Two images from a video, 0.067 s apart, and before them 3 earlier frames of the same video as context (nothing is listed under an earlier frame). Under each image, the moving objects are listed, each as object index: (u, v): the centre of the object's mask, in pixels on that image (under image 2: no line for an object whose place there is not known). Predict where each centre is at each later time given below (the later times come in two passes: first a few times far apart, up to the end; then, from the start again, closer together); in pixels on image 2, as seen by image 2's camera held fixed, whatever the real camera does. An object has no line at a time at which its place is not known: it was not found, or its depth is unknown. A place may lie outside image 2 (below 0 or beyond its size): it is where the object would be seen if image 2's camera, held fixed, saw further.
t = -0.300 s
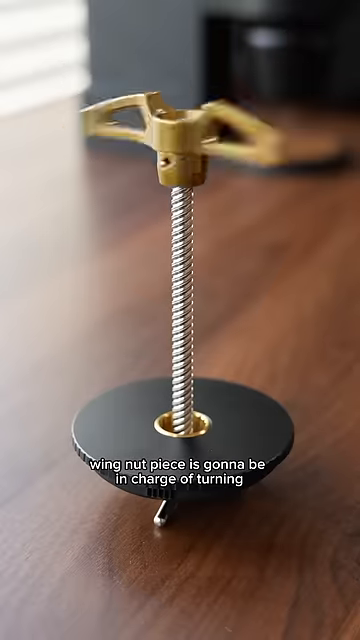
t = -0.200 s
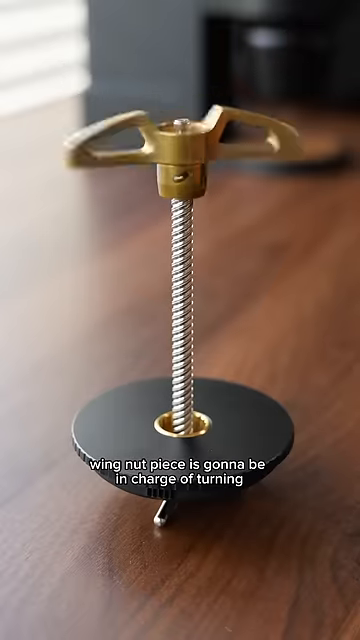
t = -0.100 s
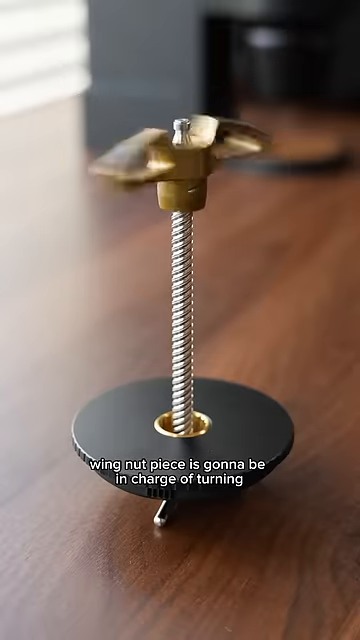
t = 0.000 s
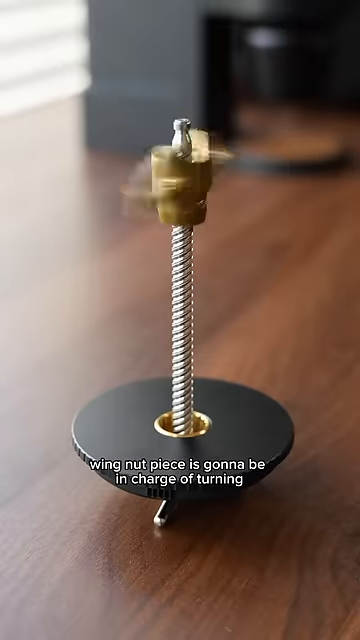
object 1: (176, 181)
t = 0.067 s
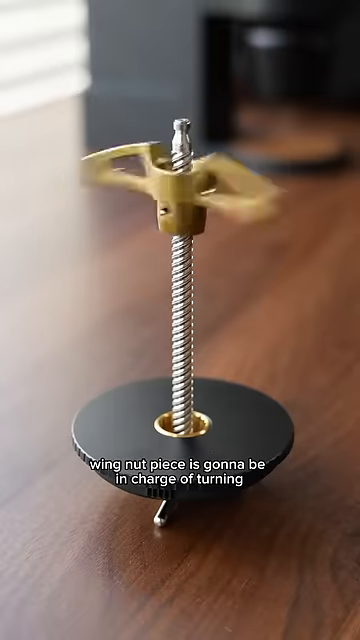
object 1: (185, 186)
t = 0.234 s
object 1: (179, 211)
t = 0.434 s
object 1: (184, 250)
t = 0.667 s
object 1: (177, 294)
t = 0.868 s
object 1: (175, 337)
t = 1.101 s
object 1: (184, 392)
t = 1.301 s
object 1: (179, 406)
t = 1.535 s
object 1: (179, 406)
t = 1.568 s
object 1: (179, 406)
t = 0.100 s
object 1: (182, 198)
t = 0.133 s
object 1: (171, 195)
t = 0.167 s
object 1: (185, 202)
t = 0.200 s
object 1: (180, 215)
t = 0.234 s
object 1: (179, 211)
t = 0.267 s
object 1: (184, 220)
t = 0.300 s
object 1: (181, 226)
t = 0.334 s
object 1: (186, 230)
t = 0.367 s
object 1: (178, 240)
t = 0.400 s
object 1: (175, 242)
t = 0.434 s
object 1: (184, 250)
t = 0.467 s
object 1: (181, 258)
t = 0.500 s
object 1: (182, 261)
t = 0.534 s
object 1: (178, 271)
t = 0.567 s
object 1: (169, 274)
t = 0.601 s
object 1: (183, 283)
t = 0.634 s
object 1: (176, 289)
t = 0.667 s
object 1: (177, 294)
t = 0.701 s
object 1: (178, 305)
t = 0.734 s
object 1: (178, 309)
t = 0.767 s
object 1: (181, 321)
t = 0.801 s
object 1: (175, 323)
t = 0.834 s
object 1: (185, 349)
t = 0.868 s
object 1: (175, 337)
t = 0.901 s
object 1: (183, 344)
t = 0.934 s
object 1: (177, 352)
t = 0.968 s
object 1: (183, 377)
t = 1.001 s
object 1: (178, 372)
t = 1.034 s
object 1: (185, 383)
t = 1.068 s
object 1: (180, 384)
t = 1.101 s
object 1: (184, 392)
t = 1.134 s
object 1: (182, 398)
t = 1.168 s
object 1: (176, 403)
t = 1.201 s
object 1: (179, 408)
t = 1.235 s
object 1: (176, 410)
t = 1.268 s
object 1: (177, 408)
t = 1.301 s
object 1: (179, 406)
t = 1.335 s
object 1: (180, 406)
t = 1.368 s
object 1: (180, 406)
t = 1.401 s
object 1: (180, 406)
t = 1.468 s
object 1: (180, 406)
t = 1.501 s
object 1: (180, 406)
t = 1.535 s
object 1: (179, 406)
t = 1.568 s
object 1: (179, 406)
